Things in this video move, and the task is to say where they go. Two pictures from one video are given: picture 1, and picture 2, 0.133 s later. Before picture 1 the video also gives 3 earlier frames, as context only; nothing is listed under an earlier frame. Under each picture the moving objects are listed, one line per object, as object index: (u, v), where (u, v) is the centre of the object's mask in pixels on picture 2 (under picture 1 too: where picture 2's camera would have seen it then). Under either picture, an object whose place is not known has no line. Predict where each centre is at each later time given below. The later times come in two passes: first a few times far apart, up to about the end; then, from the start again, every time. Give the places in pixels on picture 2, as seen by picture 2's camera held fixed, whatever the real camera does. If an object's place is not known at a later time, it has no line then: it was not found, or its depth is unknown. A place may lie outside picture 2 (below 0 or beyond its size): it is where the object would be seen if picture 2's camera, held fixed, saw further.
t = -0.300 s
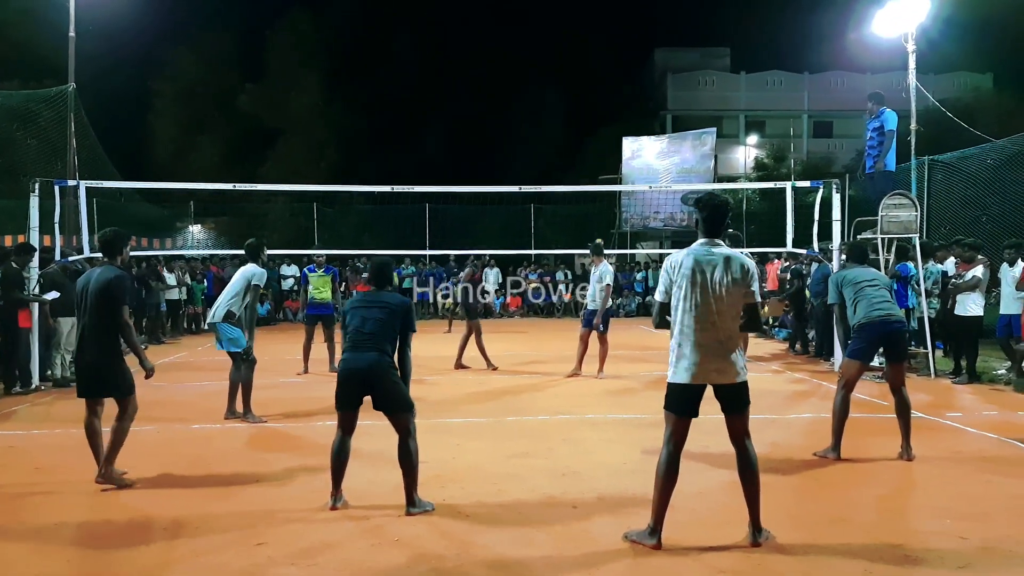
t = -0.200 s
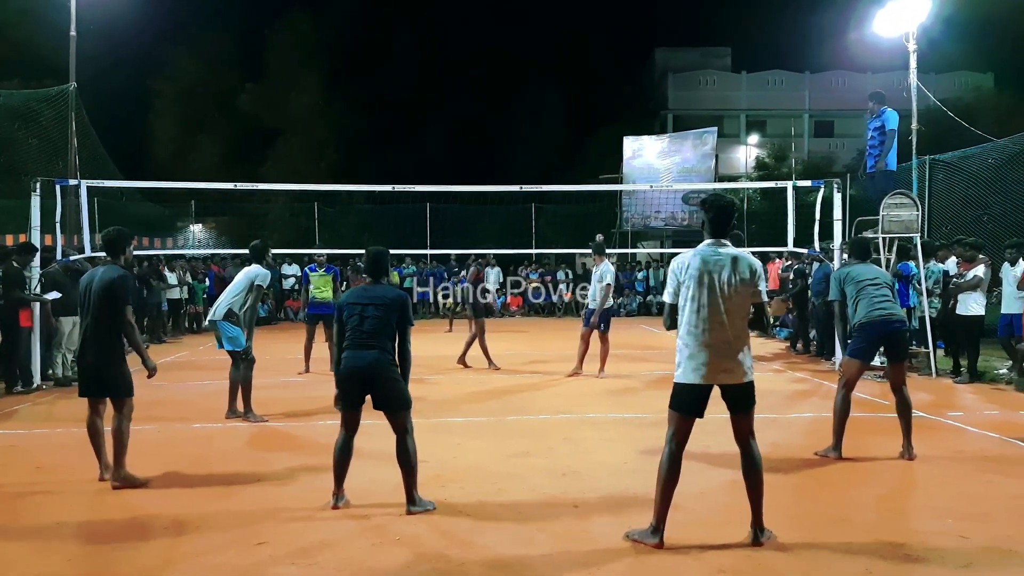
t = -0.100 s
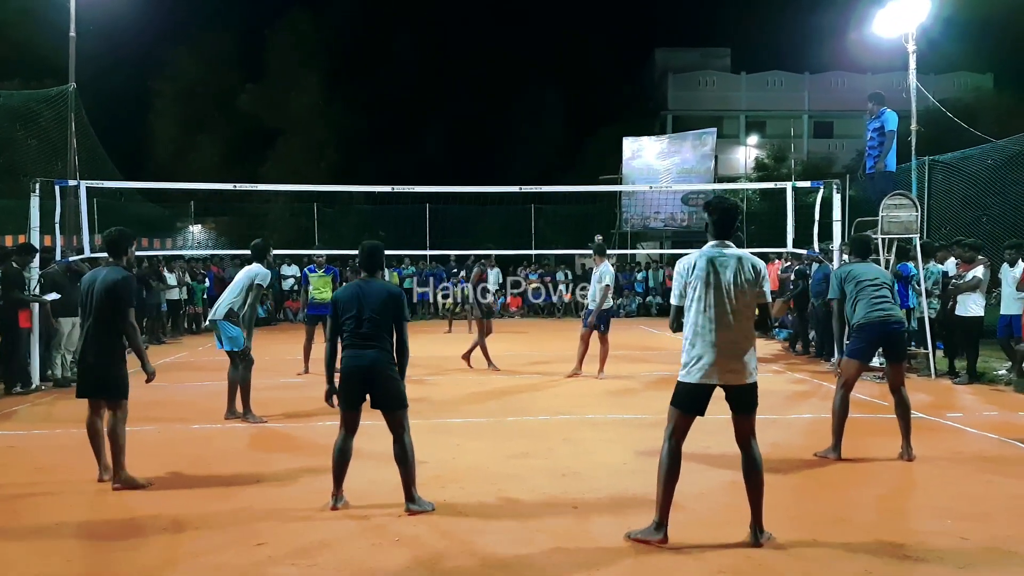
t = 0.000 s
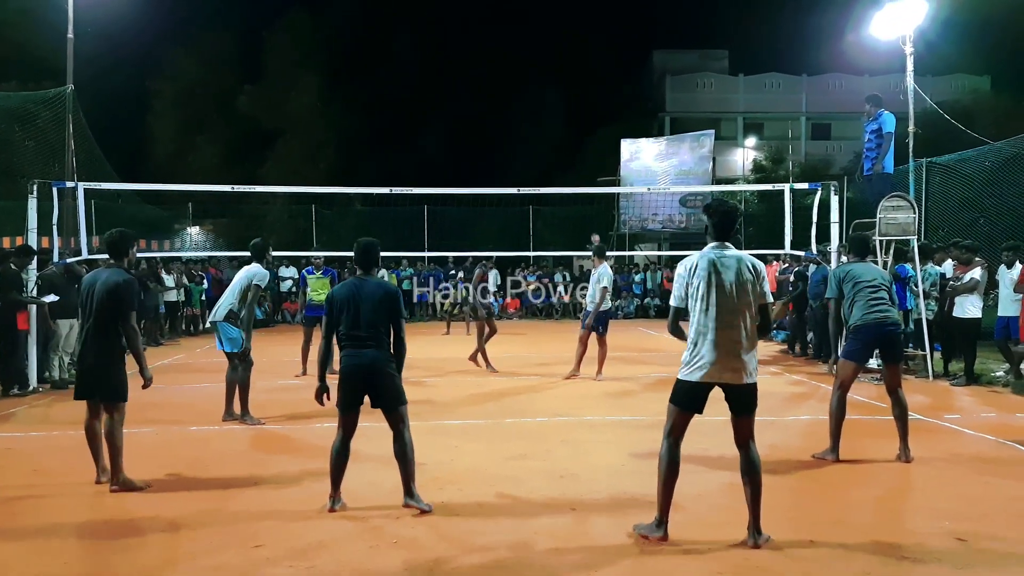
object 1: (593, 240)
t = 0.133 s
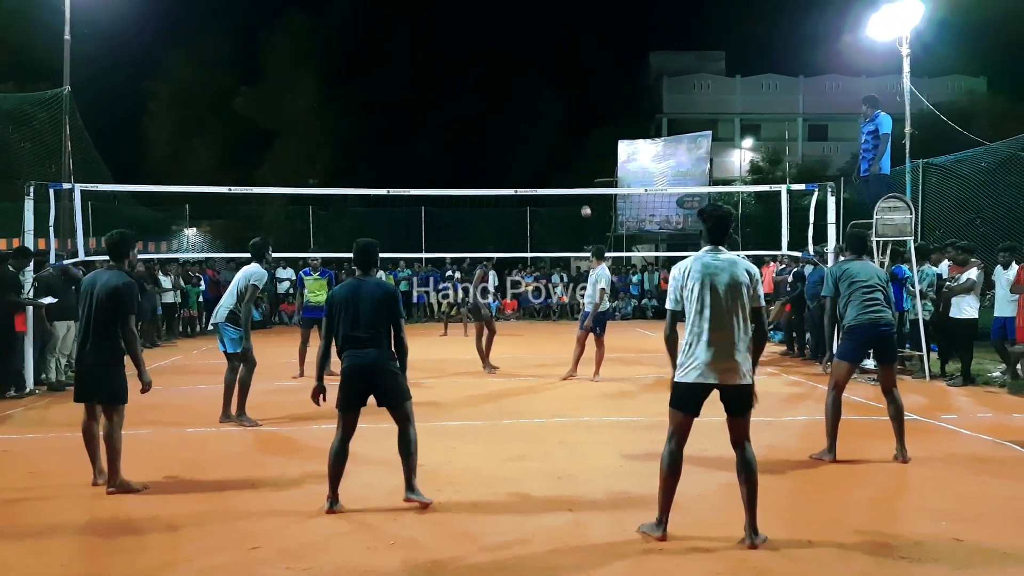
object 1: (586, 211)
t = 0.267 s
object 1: (578, 184)
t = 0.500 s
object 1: (563, 156)
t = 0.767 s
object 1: (532, 159)
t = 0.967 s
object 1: (486, 213)
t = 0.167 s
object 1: (584, 204)
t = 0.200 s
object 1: (582, 199)
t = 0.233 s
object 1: (580, 187)
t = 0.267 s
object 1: (578, 184)
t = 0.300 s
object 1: (576, 180)
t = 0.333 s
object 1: (574, 175)
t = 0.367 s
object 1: (572, 170)
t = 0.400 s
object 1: (570, 166)
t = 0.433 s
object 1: (567, 163)
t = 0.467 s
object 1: (565, 159)
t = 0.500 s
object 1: (563, 156)
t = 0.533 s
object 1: (560, 154)
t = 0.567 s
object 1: (557, 152)
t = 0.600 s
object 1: (554, 151)
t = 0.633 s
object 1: (550, 151)
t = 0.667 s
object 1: (546, 151)
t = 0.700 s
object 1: (542, 153)
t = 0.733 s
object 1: (537, 156)
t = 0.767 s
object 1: (532, 159)
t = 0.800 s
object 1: (526, 164)
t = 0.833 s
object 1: (519, 171)
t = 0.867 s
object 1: (512, 178)
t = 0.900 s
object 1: (504, 188)
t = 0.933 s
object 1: (495, 200)
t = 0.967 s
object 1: (486, 213)
